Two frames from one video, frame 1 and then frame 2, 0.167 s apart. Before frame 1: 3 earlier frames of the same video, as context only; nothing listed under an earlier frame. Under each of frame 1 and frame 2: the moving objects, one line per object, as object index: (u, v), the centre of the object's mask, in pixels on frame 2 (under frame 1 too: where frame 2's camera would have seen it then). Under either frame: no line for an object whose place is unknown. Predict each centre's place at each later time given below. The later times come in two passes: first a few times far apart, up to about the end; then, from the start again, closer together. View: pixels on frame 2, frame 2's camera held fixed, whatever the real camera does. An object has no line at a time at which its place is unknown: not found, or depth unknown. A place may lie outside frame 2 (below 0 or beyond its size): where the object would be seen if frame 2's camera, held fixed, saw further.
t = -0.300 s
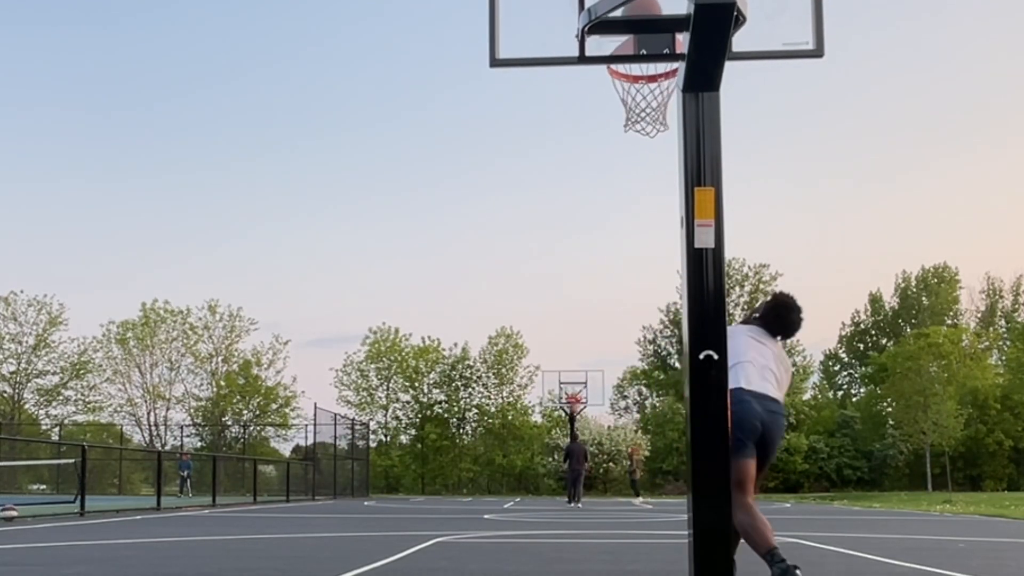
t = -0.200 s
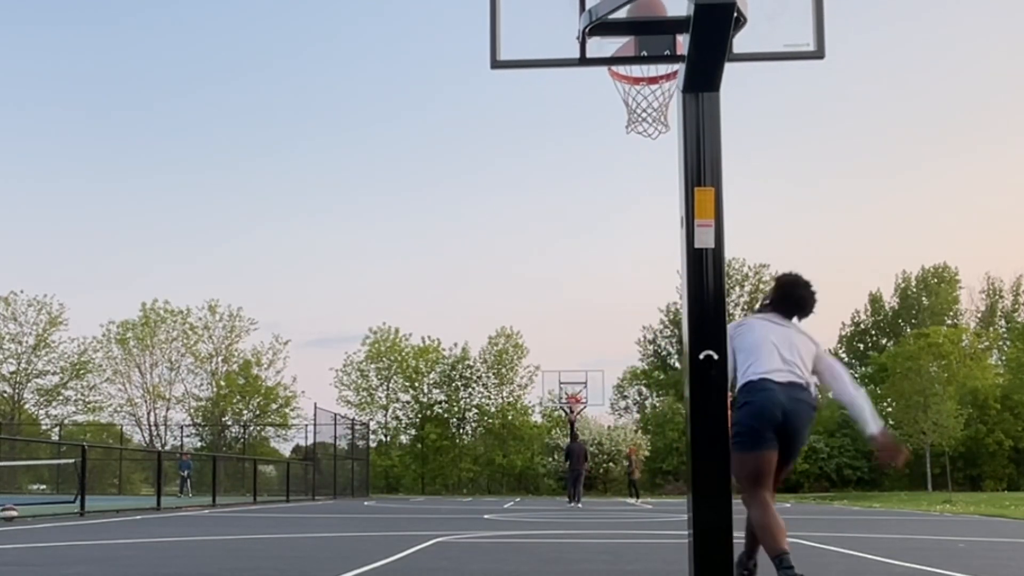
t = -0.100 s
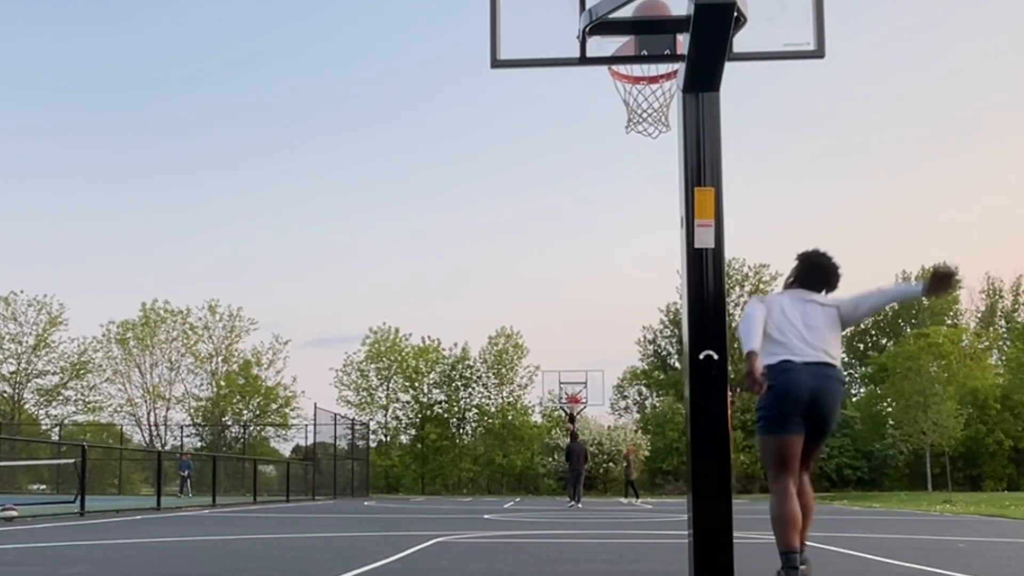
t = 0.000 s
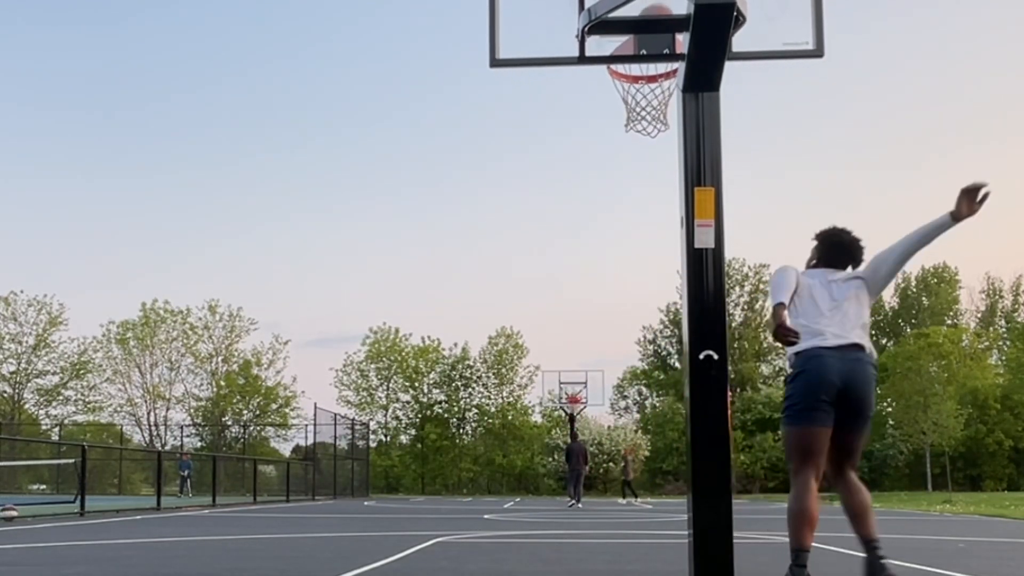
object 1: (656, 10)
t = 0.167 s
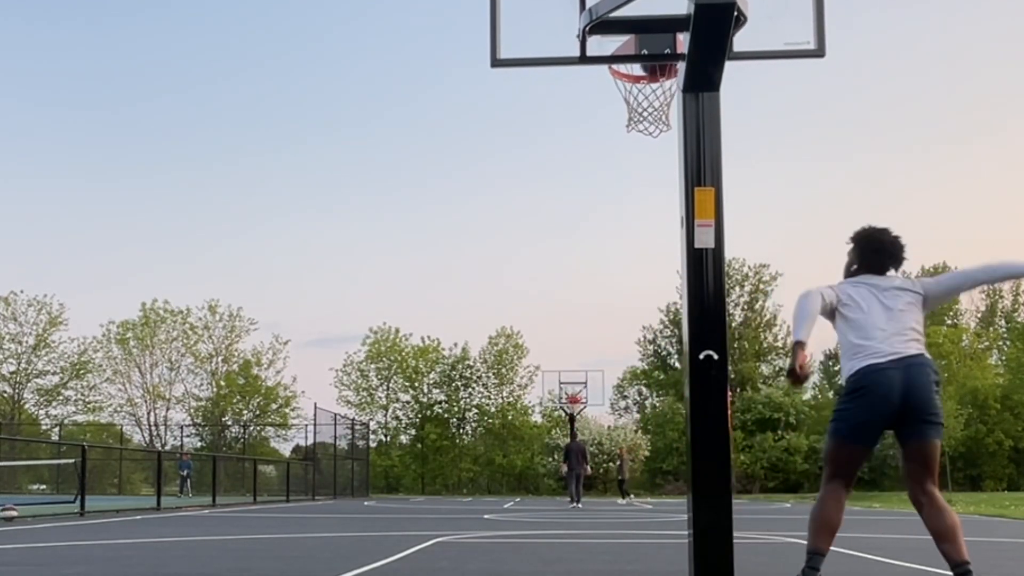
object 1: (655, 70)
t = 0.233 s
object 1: (659, 79)
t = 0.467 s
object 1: (645, 112)
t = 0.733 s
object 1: (640, 169)
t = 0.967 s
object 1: (644, 318)
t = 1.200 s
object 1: (650, 557)
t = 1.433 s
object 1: (662, 375)
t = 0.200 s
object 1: (659, 74)
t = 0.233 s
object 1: (659, 79)
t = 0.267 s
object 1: (658, 90)
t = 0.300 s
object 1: (656, 101)
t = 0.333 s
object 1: (656, 107)
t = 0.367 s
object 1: (654, 108)
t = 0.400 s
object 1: (651, 109)
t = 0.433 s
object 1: (648, 110)
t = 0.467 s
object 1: (645, 112)
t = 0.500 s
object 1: (642, 114)
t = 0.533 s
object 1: (640, 118)
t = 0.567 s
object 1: (639, 132)
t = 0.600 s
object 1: (639, 133)
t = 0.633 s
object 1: (639, 136)
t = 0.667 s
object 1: (640, 145)
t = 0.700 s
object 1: (640, 156)
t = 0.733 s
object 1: (640, 169)
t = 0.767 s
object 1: (641, 184)
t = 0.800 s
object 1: (641, 201)
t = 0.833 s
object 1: (641, 220)
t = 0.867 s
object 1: (642, 242)
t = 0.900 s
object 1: (642, 265)
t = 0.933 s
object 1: (643, 290)
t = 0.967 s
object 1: (644, 318)
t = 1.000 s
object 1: (645, 349)
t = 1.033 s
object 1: (646, 380)
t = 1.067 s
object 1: (646, 415)
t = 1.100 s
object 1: (647, 453)
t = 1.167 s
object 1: (648, 534)
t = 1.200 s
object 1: (650, 557)
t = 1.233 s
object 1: (651, 527)
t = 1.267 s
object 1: (653, 496)
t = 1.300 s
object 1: (655, 468)
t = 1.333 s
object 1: (656, 441)
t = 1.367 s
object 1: (658, 417)
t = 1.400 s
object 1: (660, 396)
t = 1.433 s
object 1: (662, 375)
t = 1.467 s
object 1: (663, 357)
